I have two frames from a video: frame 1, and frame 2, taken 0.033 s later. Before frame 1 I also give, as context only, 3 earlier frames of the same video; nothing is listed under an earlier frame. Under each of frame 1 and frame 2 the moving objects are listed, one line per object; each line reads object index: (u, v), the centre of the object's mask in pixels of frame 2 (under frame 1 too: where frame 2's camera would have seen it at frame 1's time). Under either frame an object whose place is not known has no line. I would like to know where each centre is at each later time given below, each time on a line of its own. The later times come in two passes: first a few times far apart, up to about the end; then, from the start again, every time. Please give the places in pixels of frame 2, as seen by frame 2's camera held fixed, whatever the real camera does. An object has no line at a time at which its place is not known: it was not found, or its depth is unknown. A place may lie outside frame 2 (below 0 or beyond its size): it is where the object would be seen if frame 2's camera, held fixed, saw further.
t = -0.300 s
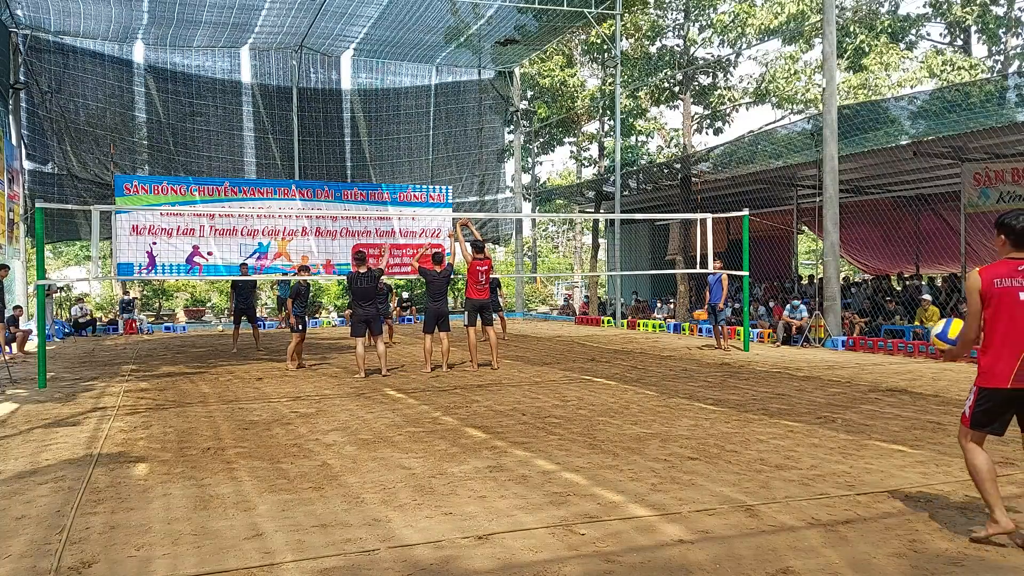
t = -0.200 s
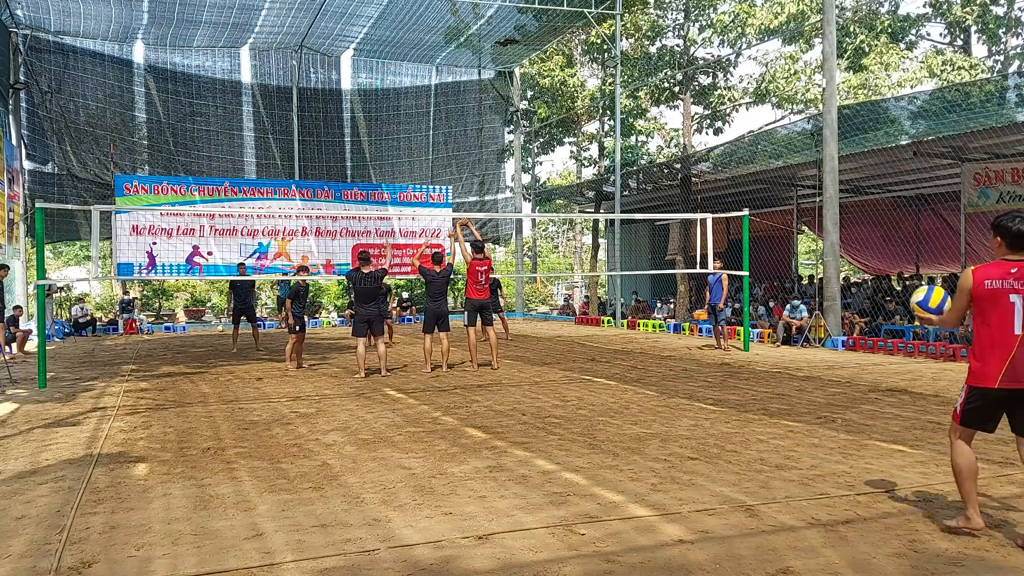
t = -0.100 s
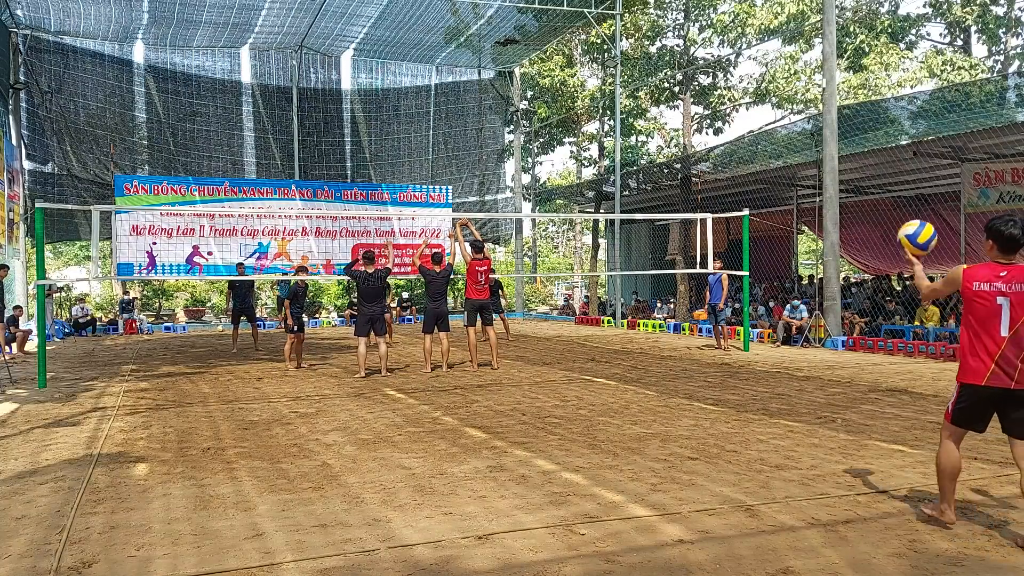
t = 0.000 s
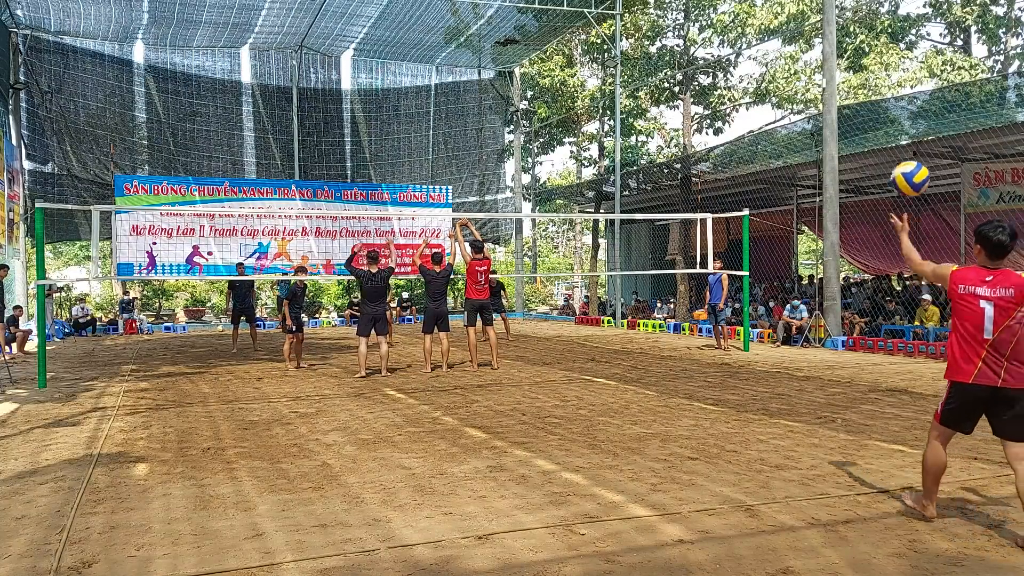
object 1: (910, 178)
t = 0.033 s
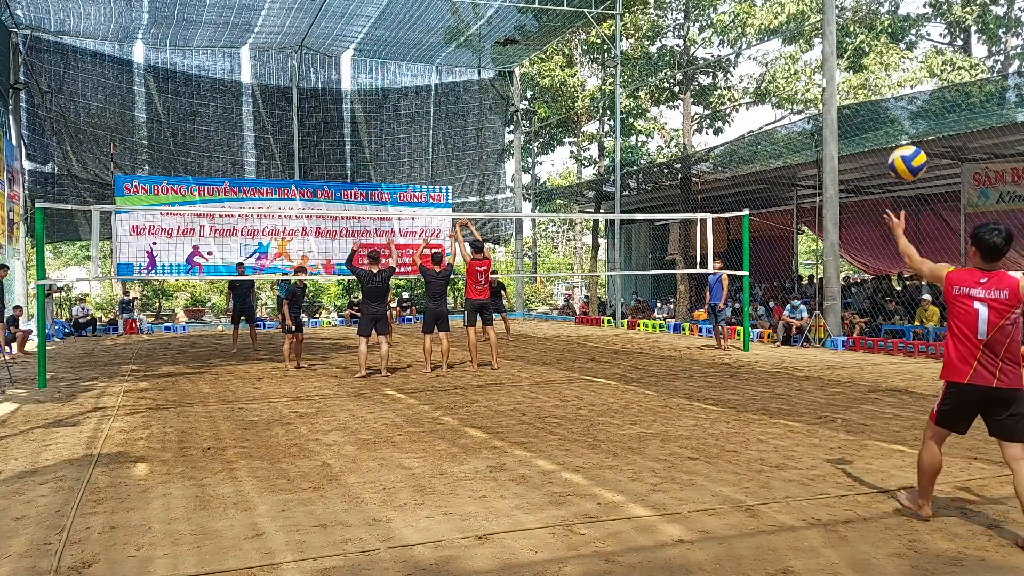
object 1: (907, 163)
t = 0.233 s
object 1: (894, 110)
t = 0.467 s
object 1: (879, 127)
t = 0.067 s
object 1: (905, 149)
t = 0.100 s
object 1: (903, 137)
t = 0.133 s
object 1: (901, 128)
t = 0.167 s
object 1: (898, 119)
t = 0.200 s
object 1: (896, 113)
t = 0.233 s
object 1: (894, 110)
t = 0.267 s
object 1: (892, 108)
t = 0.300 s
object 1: (890, 106)
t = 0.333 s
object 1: (888, 107)
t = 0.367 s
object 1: (886, 109)
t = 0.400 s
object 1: (883, 113)
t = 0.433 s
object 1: (881, 119)
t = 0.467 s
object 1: (879, 127)
